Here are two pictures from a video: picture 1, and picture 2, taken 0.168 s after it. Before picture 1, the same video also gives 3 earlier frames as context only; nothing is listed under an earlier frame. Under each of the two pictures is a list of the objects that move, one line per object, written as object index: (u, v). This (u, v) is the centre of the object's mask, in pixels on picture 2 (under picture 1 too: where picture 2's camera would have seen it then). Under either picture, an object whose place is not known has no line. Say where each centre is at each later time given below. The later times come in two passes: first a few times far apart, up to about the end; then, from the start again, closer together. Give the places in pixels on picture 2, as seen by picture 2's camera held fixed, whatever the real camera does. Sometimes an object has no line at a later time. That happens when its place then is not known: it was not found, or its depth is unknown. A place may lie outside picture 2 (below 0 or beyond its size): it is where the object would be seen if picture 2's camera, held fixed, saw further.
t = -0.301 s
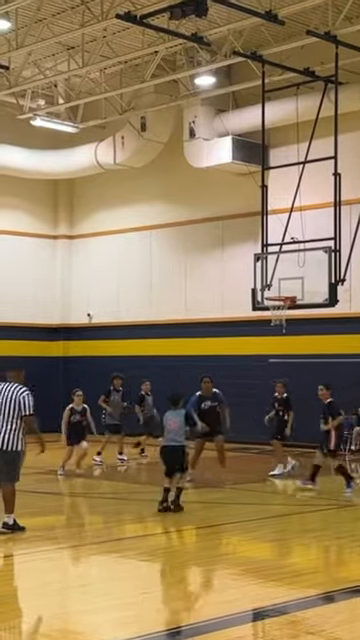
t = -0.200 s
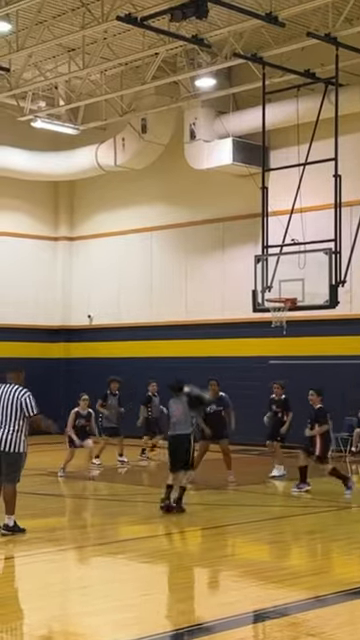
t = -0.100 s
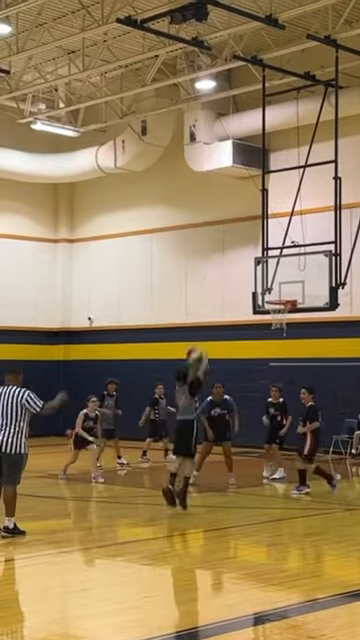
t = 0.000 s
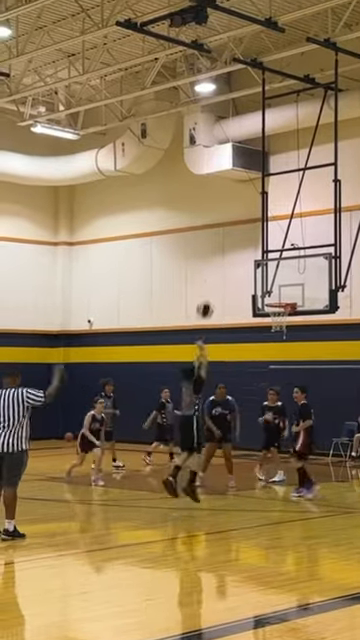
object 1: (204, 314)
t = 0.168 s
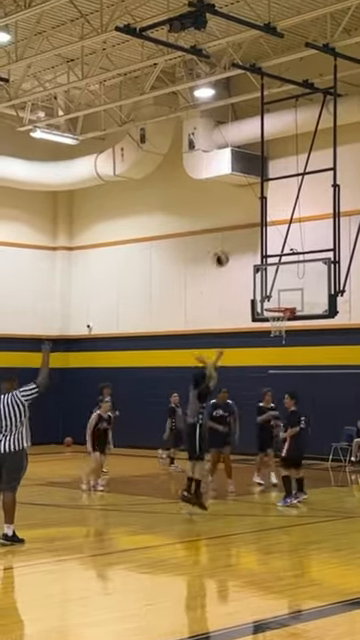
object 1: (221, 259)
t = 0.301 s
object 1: (232, 231)
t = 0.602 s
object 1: (253, 218)
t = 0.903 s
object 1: (269, 259)
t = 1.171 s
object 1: (280, 322)
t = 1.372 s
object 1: (277, 336)
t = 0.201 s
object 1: (224, 251)
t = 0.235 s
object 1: (226, 245)
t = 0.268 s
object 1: (229, 237)
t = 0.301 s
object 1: (232, 231)
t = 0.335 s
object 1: (234, 227)
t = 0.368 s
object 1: (236, 223)
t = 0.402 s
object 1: (239, 221)
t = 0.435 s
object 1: (241, 219)
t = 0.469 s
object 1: (244, 218)
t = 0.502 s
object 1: (246, 216)
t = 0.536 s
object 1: (248, 216)
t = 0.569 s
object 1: (251, 217)
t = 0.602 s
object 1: (253, 218)
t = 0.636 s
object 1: (255, 221)
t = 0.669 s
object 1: (256, 223)
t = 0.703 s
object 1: (257, 226)
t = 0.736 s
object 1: (260, 231)
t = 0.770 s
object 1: (262, 235)
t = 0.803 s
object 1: (265, 239)
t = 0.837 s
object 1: (267, 245)
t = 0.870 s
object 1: (268, 249)
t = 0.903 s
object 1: (269, 259)
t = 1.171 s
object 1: (280, 322)
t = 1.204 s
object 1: (279, 321)
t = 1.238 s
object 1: (279, 322)
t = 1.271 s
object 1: (279, 326)
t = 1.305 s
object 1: (280, 329)
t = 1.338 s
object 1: (279, 332)
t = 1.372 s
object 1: (277, 336)
